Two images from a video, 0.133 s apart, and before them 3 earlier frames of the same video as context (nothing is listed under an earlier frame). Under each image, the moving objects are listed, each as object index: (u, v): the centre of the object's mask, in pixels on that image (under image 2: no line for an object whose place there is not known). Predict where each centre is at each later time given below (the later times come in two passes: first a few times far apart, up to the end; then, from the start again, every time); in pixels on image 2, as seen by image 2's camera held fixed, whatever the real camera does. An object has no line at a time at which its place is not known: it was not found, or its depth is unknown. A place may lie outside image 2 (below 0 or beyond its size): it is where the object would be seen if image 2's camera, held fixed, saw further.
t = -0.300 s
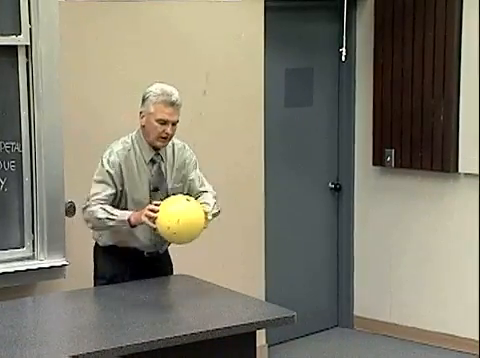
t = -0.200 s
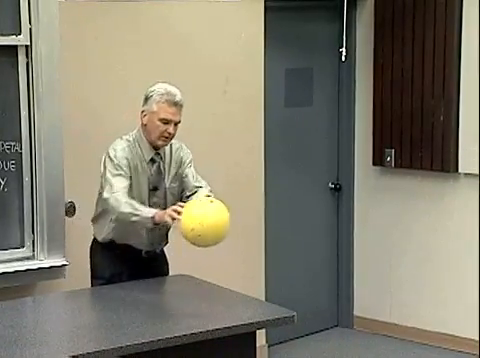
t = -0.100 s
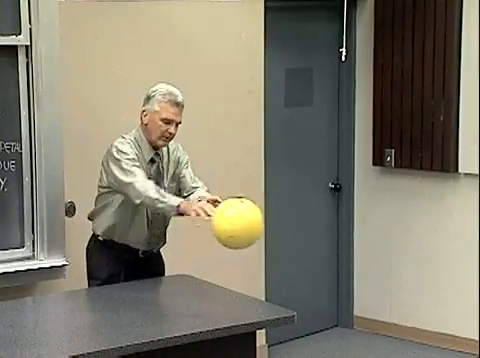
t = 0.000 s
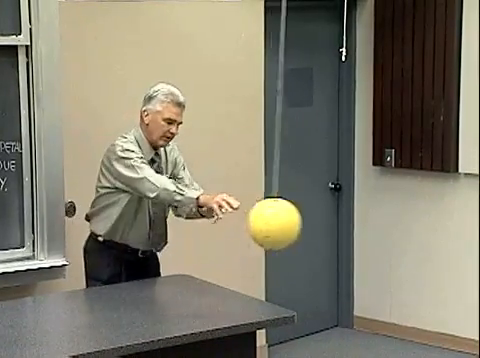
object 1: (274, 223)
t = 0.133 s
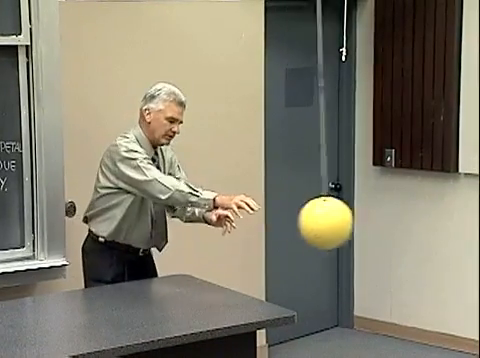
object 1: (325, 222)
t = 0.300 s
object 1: (388, 219)
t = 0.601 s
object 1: (462, 211)
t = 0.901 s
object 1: (472, 200)
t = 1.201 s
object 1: (448, 188)
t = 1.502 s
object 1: (370, 174)
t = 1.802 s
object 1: (282, 165)
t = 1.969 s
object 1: (234, 164)
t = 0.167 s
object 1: (338, 222)
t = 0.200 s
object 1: (351, 221)
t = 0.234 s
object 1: (363, 221)
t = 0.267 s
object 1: (376, 219)
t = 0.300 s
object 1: (388, 219)
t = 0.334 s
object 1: (399, 218)
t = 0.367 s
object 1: (410, 217)
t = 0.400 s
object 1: (421, 216)
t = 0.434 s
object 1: (430, 215)
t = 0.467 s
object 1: (440, 215)
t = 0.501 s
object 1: (448, 214)
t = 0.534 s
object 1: (455, 213)
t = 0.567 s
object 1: (459, 212)
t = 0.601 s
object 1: (462, 211)
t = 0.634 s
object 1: (465, 210)
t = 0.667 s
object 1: (467, 209)
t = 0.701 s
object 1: (469, 207)
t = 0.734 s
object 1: (470, 206)
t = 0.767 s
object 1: (471, 205)
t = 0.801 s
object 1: (472, 204)
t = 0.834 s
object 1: (472, 203)
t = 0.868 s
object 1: (472, 202)
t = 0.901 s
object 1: (472, 200)
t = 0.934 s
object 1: (471, 199)
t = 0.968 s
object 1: (470, 198)
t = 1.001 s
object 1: (468, 197)
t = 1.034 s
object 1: (466, 195)
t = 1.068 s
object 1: (464, 194)
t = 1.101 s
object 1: (462, 192)
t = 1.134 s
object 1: (459, 191)
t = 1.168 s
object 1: (455, 189)
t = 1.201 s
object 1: (448, 188)
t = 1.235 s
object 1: (440, 186)
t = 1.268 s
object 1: (432, 185)
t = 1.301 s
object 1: (424, 183)
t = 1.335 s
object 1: (416, 182)
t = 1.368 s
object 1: (407, 180)
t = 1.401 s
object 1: (398, 179)
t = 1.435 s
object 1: (389, 177)
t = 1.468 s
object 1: (380, 175)
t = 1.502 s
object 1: (370, 174)
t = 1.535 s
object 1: (360, 172)
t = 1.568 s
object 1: (350, 171)
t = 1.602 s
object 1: (340, 171)
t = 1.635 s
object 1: (331, 170)
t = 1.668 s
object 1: (321, 169)
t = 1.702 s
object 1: (311, 168)
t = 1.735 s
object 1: (301, 167)
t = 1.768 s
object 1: (291, 166)
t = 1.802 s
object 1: (282, 165)
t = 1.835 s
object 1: (272, 165)
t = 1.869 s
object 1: (262, 164)
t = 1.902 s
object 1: (253, 164)
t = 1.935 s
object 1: (243, 164)
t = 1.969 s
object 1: (234, 164)
